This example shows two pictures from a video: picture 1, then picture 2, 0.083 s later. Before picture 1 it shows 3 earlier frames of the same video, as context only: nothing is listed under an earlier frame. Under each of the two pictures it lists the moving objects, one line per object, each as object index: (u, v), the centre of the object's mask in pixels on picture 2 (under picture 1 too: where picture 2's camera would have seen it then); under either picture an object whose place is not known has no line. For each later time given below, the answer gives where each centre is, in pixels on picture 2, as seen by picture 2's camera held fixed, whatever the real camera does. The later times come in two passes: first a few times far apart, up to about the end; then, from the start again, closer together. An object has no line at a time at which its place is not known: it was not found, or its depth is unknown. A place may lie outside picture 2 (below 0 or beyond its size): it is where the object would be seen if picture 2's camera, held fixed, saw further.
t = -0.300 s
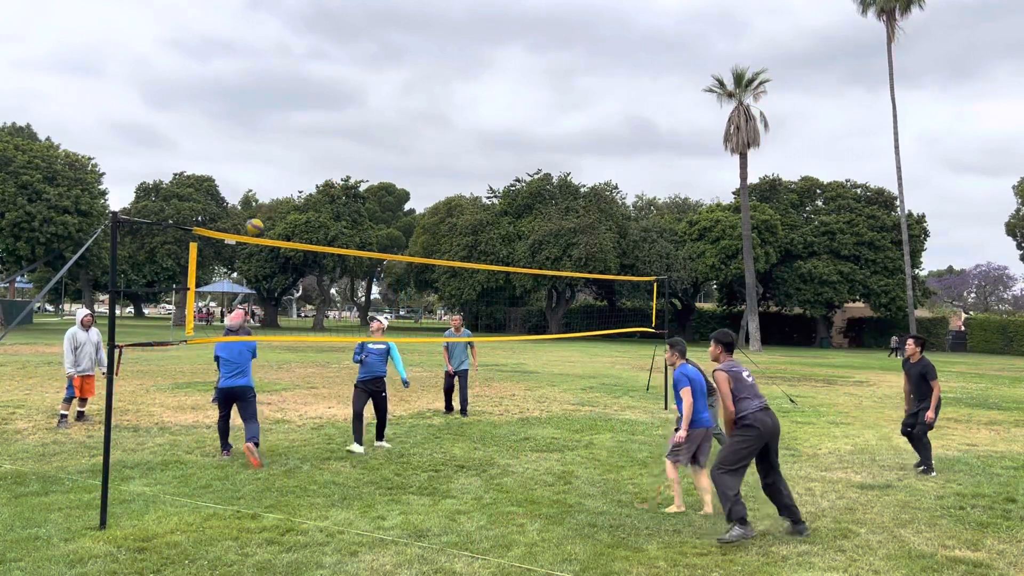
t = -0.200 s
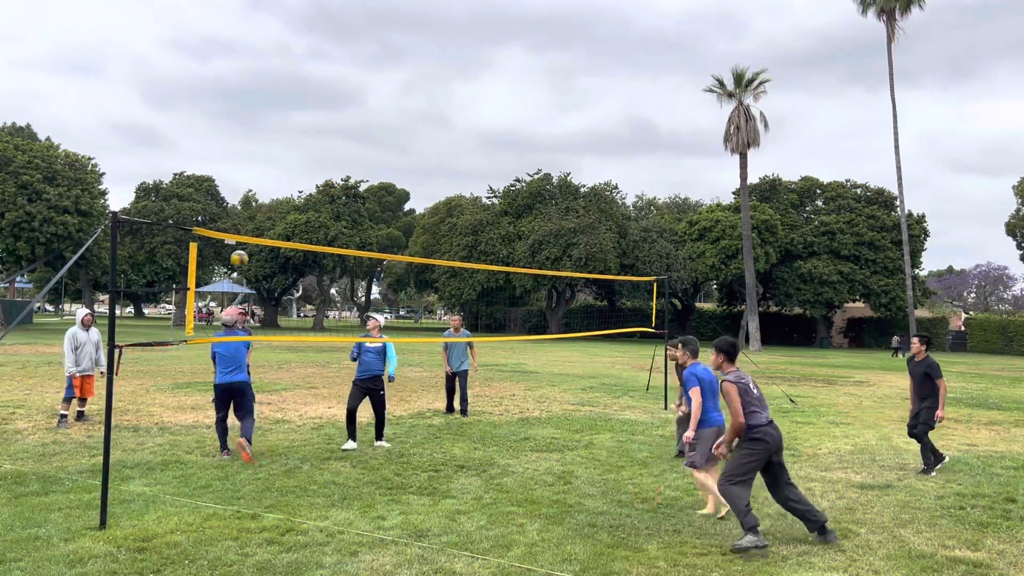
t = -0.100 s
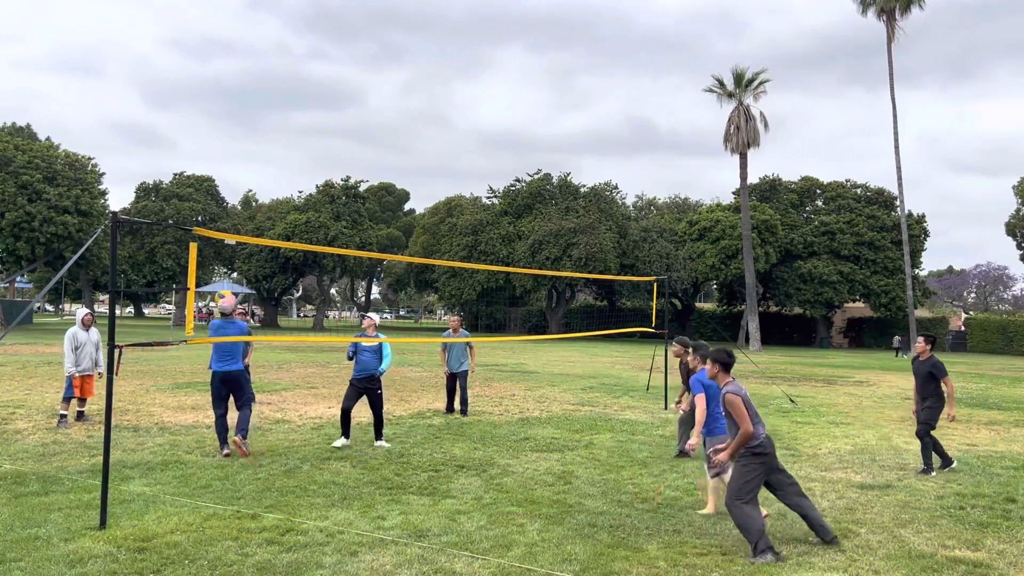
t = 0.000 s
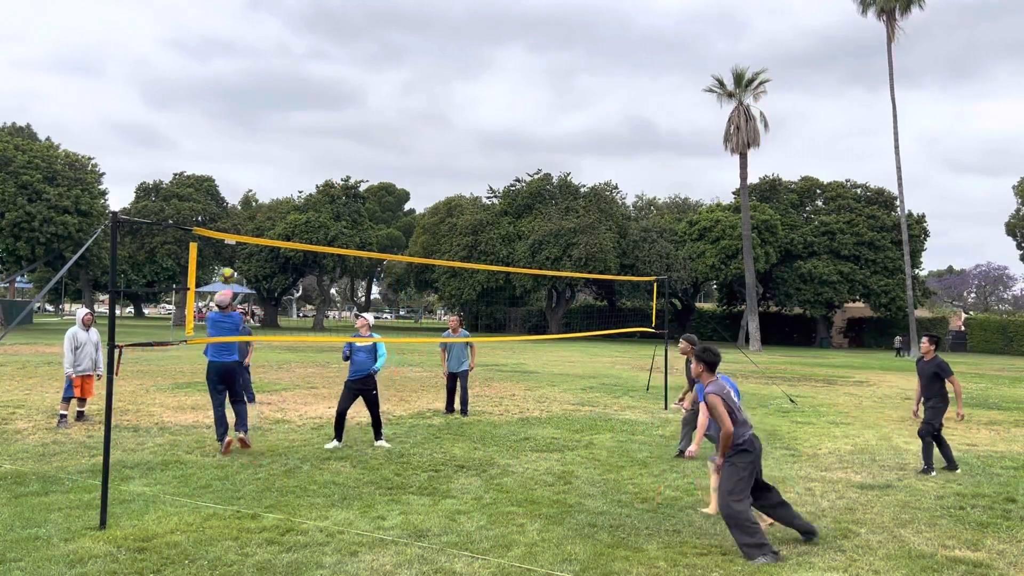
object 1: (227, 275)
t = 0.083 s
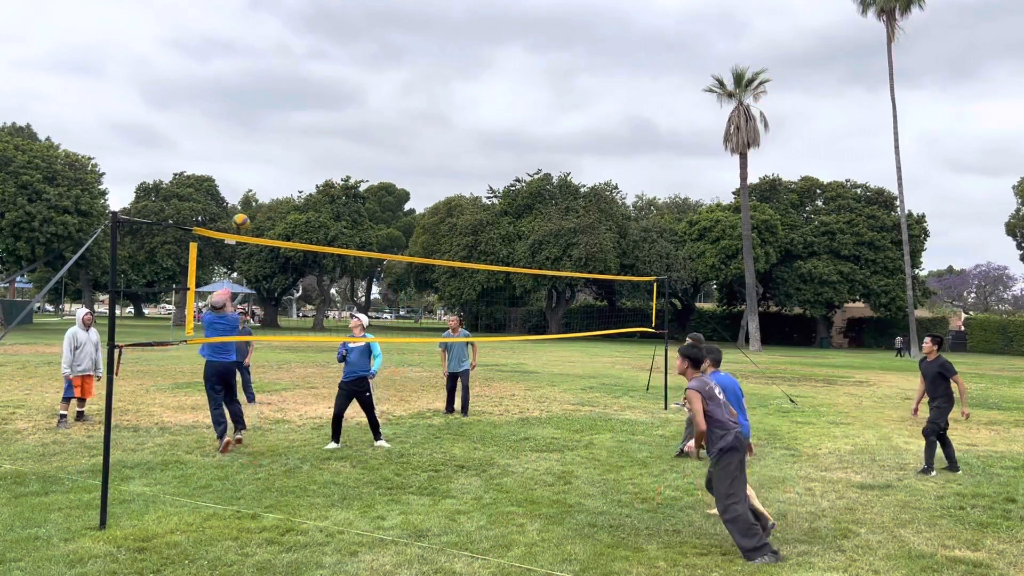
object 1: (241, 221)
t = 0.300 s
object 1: (272, 113)
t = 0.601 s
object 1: (309, 30)
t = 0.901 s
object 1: (341, 17)
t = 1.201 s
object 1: (367, 67)
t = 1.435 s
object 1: (384, 145)
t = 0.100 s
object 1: (243, 212)
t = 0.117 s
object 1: (246, 202)
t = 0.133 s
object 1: (249, 192)
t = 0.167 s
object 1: (254, 175)
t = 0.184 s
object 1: (256, 166)
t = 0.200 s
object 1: (258, 157)
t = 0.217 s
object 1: (261, 149)
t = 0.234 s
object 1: (263, 142)
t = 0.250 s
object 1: (266, 134)
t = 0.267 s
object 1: (268, 127)
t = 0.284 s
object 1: (270, 120)
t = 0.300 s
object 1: (272, 113)
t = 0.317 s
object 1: (274, 106)
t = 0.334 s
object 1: (276, 100)
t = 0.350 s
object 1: (279, 94)
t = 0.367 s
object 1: (281, 87)
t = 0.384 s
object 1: (283, 82)
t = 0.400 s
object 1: (285, 77)
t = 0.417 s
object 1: (287, 71)
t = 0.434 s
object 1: (289, 66)
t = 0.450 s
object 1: (291, 62)
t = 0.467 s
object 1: (293, 57)
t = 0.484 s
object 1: (295, 53)
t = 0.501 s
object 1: (297, 49)
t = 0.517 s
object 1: (299, 45)
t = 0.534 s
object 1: (301, 42)
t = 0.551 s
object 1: (303, 38)
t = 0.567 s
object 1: (305, 35)
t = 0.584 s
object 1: (307, 32)
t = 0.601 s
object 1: (309, 30)
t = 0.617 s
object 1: (311, 27)
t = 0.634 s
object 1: (313, 25)
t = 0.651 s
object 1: (315, 23)
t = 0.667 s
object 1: (316, 21)
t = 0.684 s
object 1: (319, 19)
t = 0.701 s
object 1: (320, 18)
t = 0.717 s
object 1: (322, 17)
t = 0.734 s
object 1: (324, 16)
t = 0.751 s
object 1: (326, 15)
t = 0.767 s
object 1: (328, 15)
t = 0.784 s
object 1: (329, 14)
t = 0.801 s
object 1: (331, 14)
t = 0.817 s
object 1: (333, 14)
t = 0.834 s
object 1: (334, 14)
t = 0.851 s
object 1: (336, 15)
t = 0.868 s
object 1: (337, 15)
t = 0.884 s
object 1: (339, 16)
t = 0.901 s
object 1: (341, 17)
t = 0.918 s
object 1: (342, 18)
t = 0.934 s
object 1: (344, 20)
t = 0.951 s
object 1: (345, 21)
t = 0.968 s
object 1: (347, 23)
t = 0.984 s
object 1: (349, 25)
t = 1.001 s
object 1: (350, 27)
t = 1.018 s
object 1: (352, 29)
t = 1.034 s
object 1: (353, 32)
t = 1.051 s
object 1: (355, 34)
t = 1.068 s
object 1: (356, 37)
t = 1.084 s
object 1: (358, 40)
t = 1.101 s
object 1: (359, 44)
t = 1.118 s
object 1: (361, 47)
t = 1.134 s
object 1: (362, 51)
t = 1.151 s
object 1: (363, 54)
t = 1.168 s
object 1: (365, 59)
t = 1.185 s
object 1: (366, 63)
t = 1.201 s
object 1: (367, 67)
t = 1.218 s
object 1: (368, 71)
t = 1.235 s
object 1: (370, 76)
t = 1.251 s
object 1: (371, 81)
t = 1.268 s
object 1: (373, 86)
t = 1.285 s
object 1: (374, 91)
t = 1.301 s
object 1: (375, 96)
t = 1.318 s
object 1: (376, 102)
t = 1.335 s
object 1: (378, 107)
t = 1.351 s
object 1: (379, 113)
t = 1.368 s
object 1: (380, 119)
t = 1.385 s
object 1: (381, 126)
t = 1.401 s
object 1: (382, 132)
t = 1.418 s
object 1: (383, 138)
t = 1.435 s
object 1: (384, 145)
